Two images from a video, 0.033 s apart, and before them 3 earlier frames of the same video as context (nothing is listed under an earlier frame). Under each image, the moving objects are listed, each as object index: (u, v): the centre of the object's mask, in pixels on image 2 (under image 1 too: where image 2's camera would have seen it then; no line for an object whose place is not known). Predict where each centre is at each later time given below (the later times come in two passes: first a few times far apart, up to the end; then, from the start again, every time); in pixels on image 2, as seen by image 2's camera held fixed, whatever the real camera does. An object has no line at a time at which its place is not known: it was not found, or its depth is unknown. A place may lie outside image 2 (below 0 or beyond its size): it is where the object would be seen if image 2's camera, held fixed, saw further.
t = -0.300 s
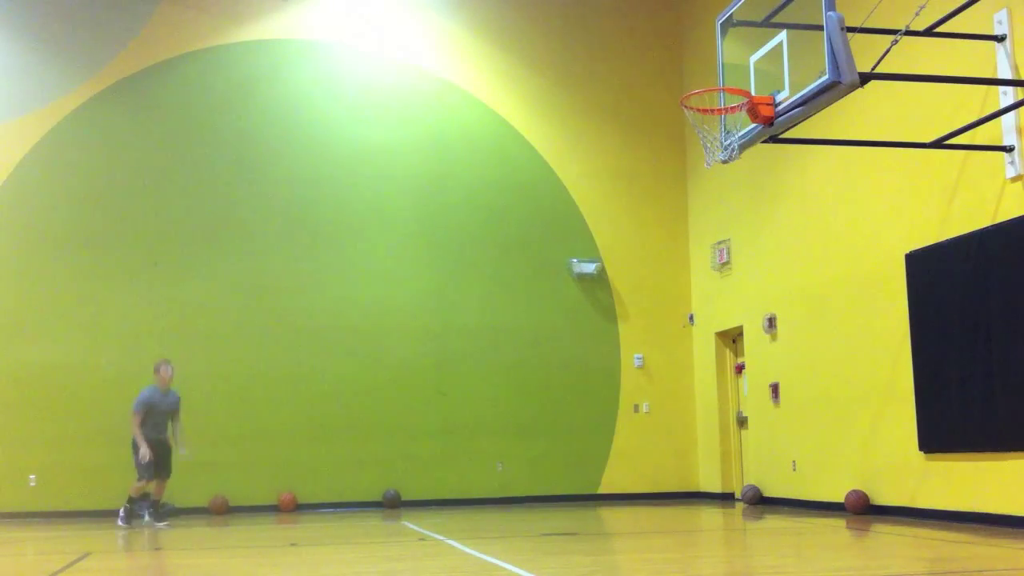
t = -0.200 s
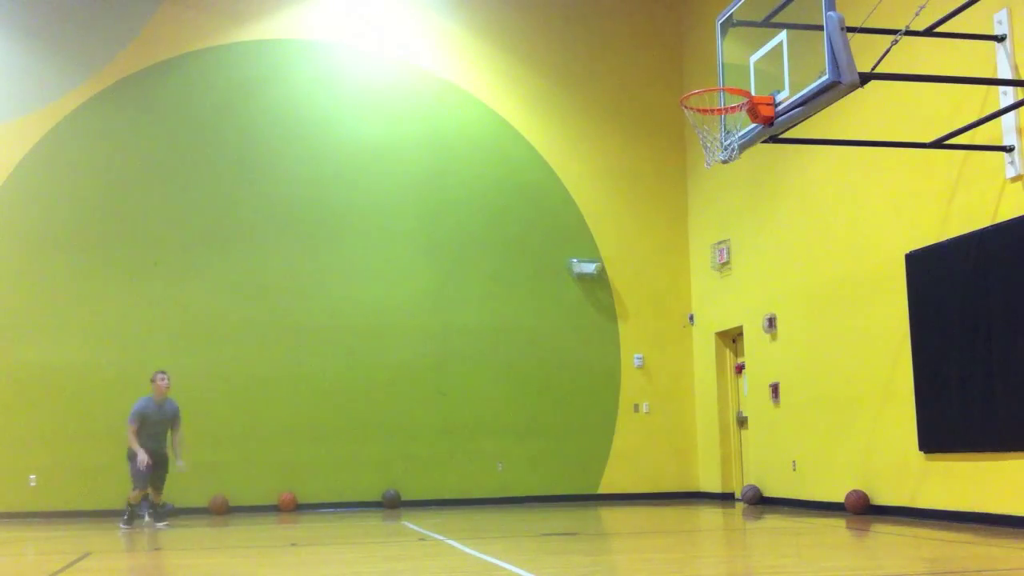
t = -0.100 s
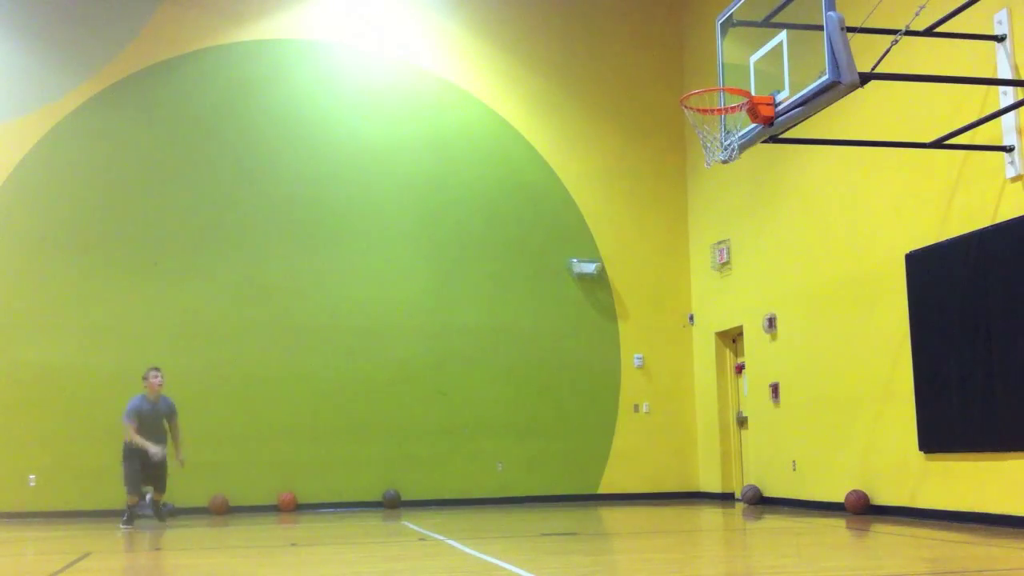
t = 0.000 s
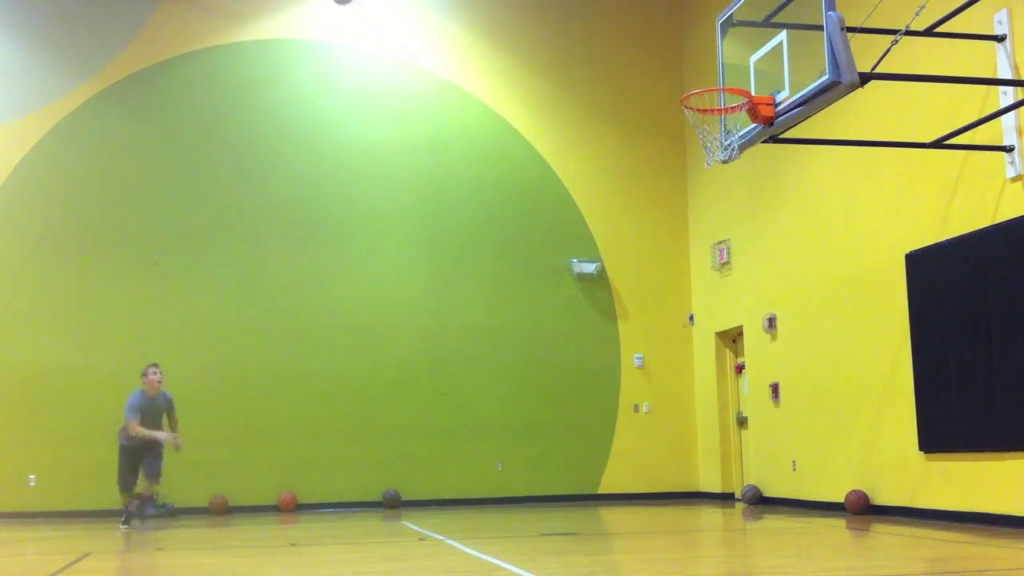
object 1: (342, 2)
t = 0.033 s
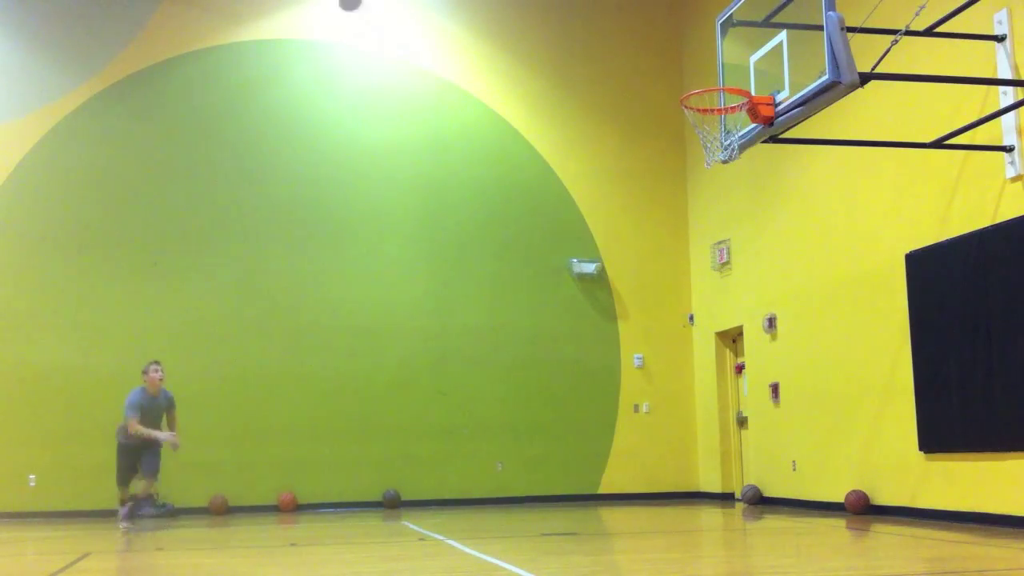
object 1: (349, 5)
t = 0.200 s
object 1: (387, 56)
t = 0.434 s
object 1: (444, 199)
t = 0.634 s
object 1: (499, 402)
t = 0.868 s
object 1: (533, 419)
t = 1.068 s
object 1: (538, 291)
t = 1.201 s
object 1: (541, 236)
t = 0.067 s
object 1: (357, 9)
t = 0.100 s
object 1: (364, 17)
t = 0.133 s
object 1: (371, 28)
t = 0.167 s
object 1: (379, 41)
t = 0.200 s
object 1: (387, 56)
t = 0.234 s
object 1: (395, 71)
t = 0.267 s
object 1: (402, 87)
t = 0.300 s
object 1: (410, 106)
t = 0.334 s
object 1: (418, 125)
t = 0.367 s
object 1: (426, 147)
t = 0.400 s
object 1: (436, 173)
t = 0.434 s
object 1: (444, 199)
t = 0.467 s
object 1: (452, 226)
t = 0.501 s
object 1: (461, 257)
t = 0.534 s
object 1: (471, 290)
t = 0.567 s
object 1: (480, 325)
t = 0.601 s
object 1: (489, 362)
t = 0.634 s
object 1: (499, 402)
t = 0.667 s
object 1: (510, 446)
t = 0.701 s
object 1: (521, 494)
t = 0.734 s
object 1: (530, 525)
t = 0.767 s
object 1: (531, 501)
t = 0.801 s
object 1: (532, 472)
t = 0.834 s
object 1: (533, 446)
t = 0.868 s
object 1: (533, 419)
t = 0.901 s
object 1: (533, 394)
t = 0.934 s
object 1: (535, 372)
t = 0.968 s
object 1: (535, 348)
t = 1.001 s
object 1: (536, 327)
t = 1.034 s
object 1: (537, 309)
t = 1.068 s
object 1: (538, 291)
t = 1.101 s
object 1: (539, 276)
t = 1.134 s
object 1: (540, 261)
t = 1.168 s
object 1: (541, 248)
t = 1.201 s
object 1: (541, 236)
